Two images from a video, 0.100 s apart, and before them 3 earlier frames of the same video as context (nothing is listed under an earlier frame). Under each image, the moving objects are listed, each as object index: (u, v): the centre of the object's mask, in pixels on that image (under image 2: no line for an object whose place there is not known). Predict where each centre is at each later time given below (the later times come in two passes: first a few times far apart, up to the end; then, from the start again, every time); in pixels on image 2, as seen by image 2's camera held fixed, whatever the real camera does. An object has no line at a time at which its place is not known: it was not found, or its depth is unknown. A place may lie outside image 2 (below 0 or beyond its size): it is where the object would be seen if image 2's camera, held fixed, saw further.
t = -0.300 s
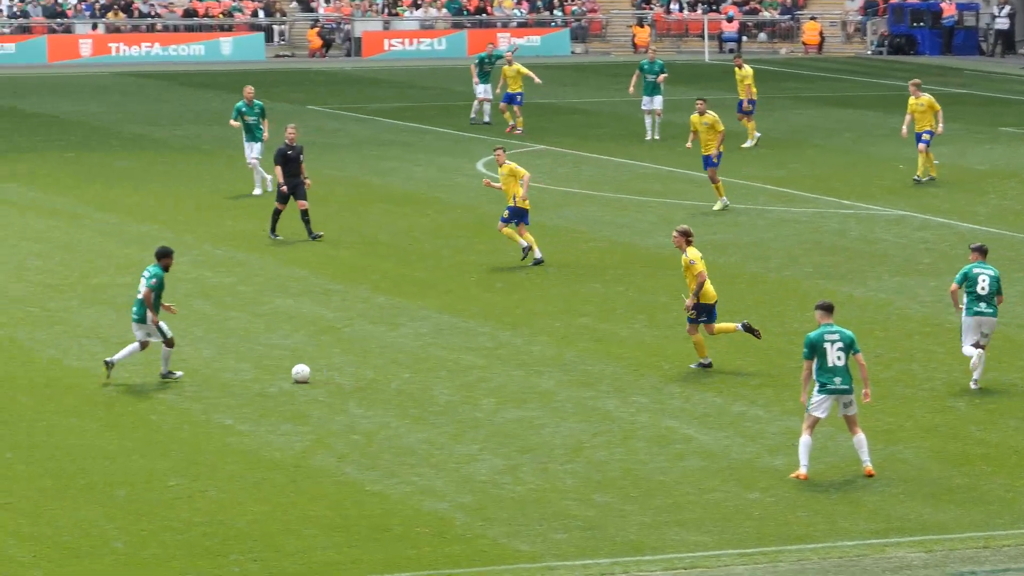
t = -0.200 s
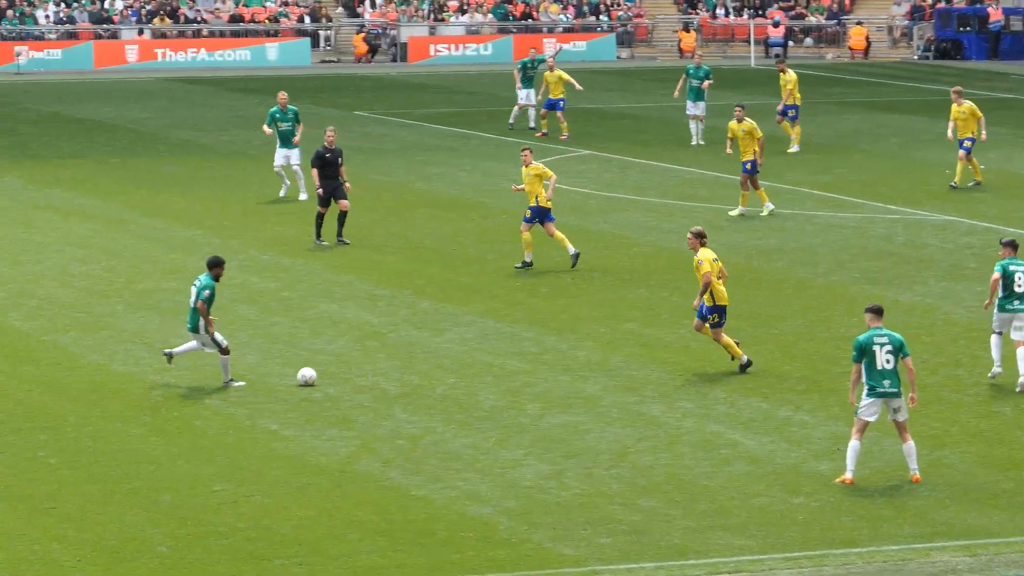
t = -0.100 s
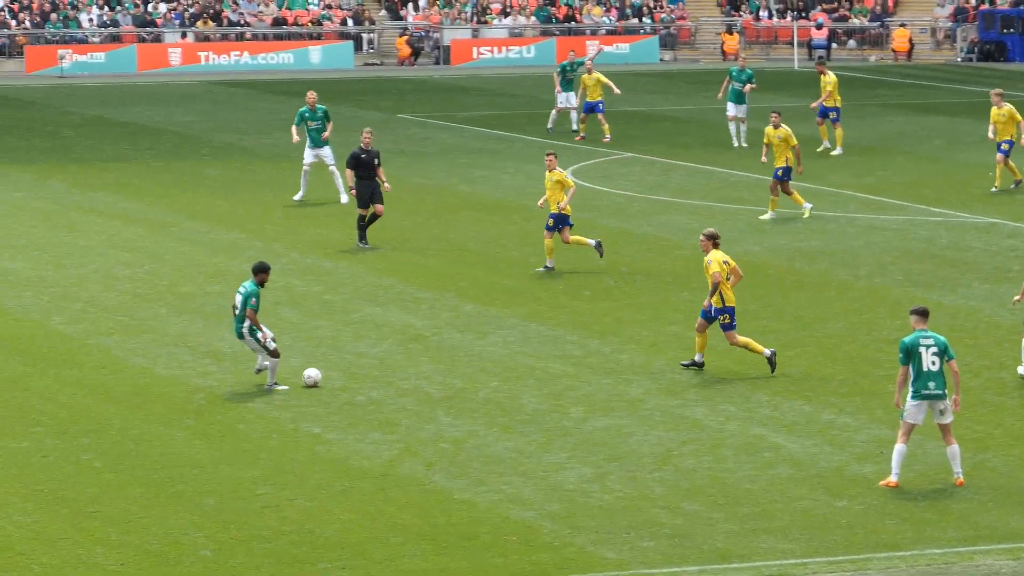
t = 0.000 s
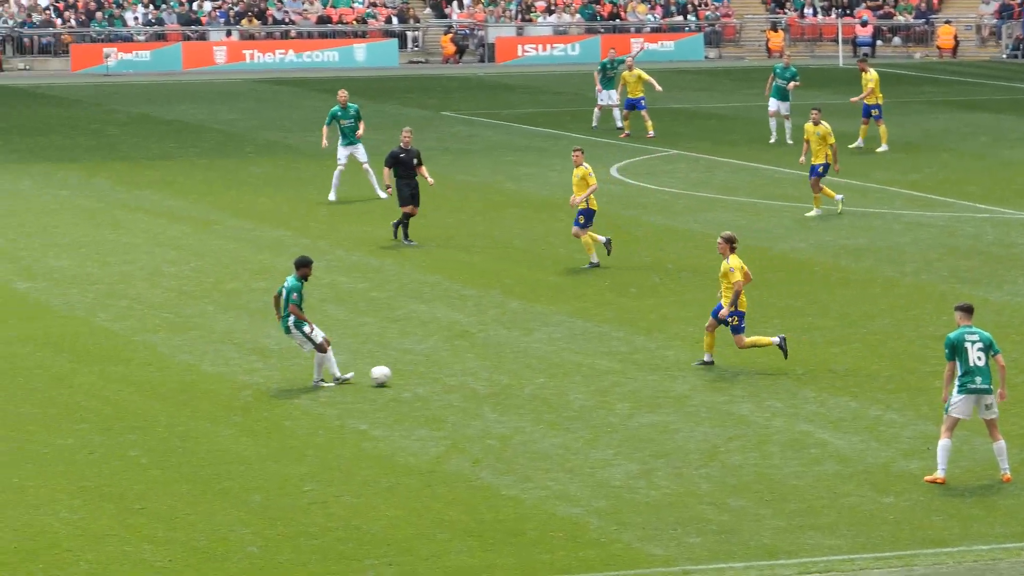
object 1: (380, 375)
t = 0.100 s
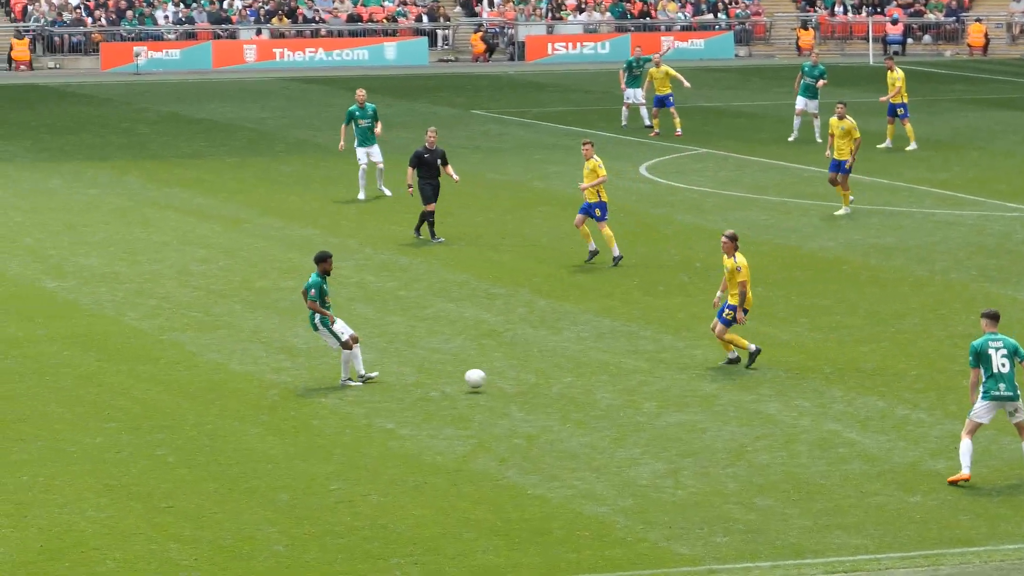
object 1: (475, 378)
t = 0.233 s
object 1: (564, 395)
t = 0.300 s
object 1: (602, 397)
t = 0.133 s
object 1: (499, 382)
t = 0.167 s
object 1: (521, 390)
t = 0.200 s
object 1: (543, 394)
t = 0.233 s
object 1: (564, 395)
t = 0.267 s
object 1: (583, 395)
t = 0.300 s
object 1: (602, 397)
